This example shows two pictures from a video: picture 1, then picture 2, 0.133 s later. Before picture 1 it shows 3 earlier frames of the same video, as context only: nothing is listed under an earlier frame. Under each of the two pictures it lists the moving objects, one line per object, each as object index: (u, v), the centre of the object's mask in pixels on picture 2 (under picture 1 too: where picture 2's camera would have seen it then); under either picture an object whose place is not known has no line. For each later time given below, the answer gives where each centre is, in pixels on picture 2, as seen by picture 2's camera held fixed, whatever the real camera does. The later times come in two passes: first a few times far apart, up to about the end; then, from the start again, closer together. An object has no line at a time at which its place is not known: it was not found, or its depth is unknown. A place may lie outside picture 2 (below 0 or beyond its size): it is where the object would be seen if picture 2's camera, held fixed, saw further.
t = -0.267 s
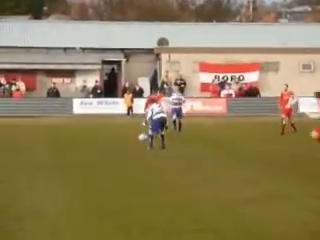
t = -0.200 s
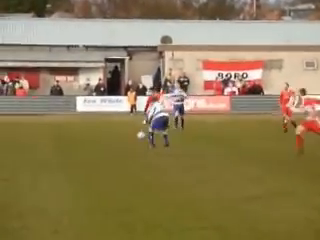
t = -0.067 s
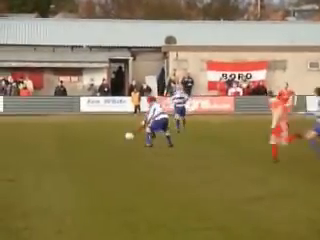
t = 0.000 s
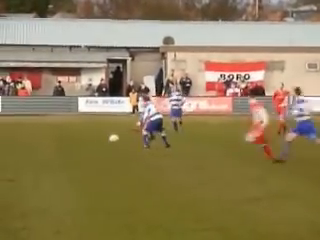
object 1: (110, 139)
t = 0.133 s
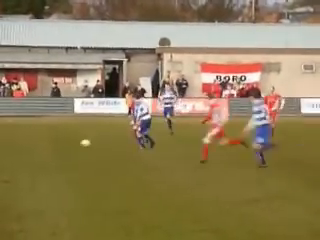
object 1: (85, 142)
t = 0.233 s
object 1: (69, 144)
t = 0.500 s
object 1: (36, 147)
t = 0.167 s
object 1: (79, 143)
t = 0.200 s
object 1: (74, 144)
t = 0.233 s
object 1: (69, 144)
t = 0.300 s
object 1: (60, 144)
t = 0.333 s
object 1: (55, 146)
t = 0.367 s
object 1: (51, 147)
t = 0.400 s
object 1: (47, 146)
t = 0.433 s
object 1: (43, 145)
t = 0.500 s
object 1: (36, 147)
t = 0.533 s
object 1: (33, 148)
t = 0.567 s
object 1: (29, 149)
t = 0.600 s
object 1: (26, 149)
